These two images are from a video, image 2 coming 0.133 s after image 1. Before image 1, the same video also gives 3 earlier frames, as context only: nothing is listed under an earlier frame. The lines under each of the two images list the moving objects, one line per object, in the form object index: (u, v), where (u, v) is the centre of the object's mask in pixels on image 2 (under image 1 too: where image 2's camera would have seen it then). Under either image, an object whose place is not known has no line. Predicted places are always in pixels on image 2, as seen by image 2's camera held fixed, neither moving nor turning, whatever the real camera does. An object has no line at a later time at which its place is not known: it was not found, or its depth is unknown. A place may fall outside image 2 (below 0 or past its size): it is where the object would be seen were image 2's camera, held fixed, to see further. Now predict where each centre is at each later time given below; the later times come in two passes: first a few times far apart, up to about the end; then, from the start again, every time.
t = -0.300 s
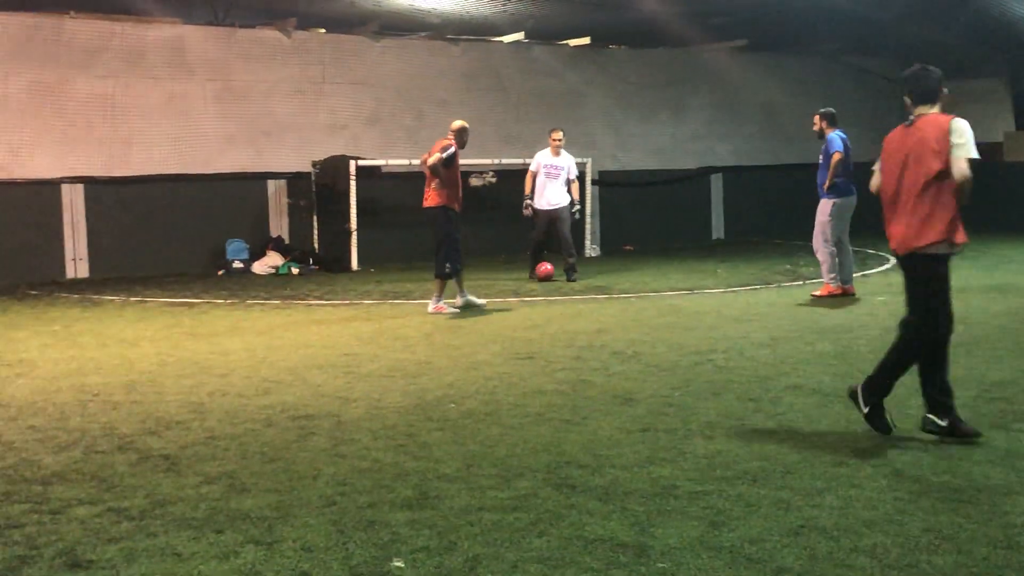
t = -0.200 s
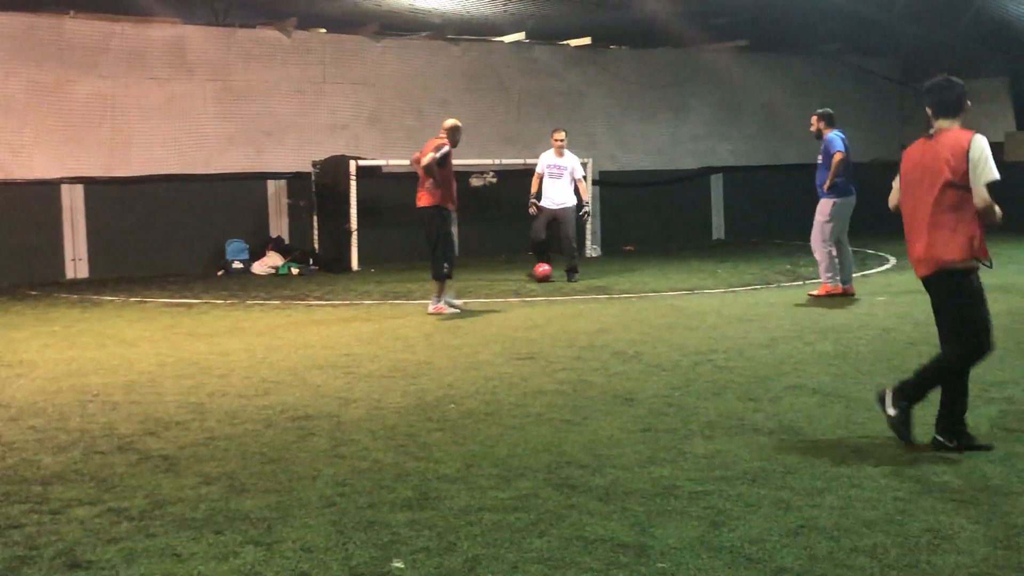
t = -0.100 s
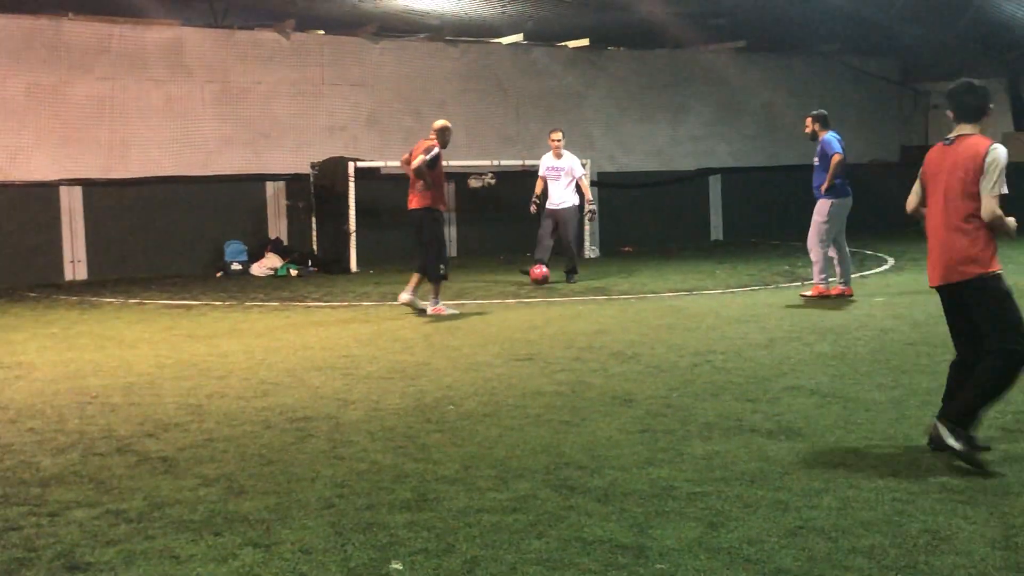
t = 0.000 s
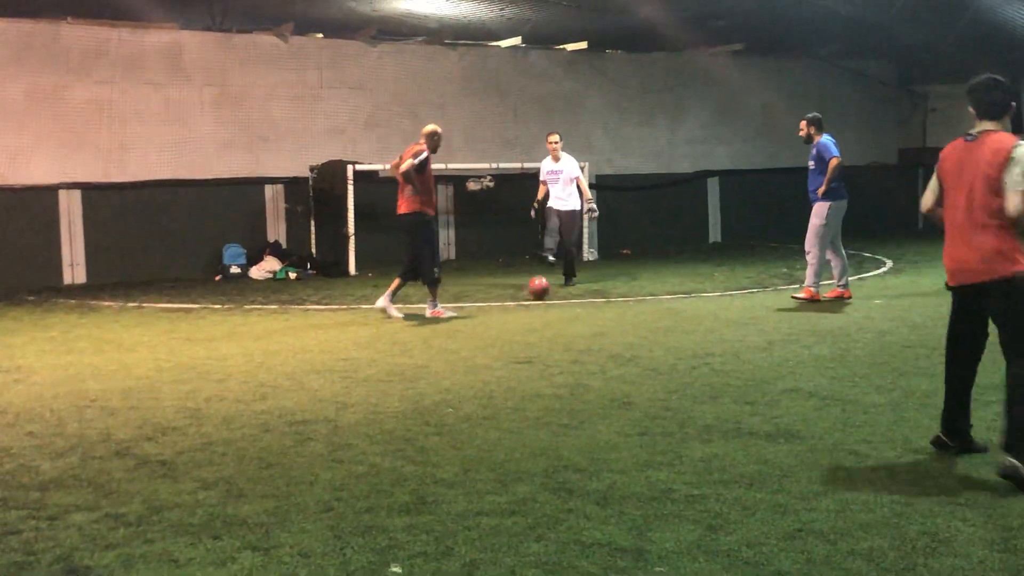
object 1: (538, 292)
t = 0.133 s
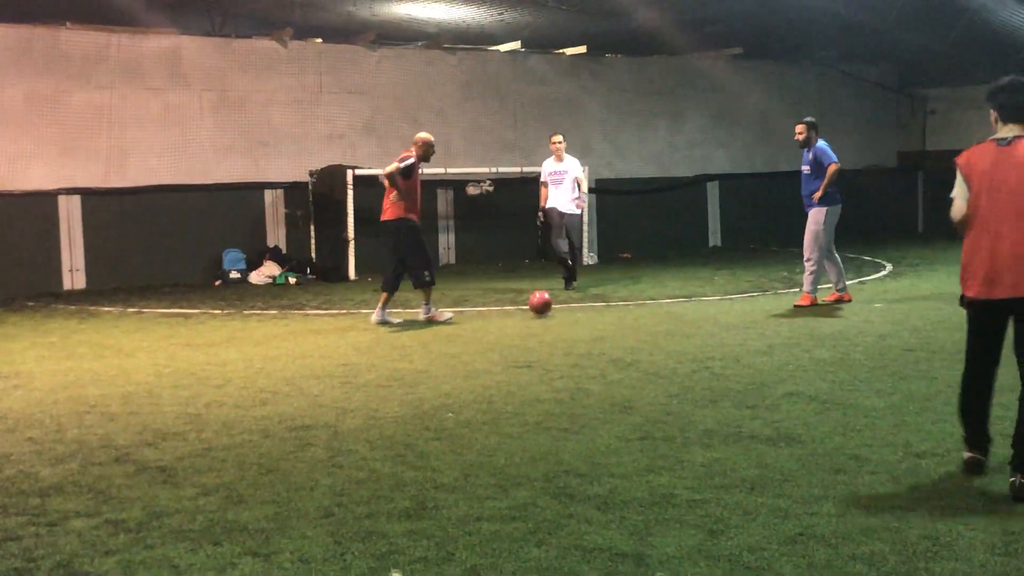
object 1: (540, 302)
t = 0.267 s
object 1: (542, 315)
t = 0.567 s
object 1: (550, 340)
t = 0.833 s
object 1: (560, 378)
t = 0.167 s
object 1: (541, 308)
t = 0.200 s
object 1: (541, 310)
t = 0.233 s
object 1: (541, 312)
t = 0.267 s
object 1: (542, 315)
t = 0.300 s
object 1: (543, 320)
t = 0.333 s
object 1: (544, 323)
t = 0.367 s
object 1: (545, 324)
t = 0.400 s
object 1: (545, 326)
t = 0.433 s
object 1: (546, 329)
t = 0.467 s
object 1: (548, 335)
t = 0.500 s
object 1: (549, 340)
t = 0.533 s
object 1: (549, 339)
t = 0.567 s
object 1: (550, 340)
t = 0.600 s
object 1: (552, 344)
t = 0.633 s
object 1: (553, 349)
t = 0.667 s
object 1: (554, 357)
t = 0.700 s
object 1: (555, 360)
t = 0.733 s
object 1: (556, 361)
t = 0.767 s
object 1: (557, 365)
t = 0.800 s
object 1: (558, 371)
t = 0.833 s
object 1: (560, 378)
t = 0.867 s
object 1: (561, 379)
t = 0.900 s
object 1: (562, 382)
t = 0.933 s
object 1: (563, 386)
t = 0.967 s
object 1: (564, 393)
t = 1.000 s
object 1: (565, 403)
